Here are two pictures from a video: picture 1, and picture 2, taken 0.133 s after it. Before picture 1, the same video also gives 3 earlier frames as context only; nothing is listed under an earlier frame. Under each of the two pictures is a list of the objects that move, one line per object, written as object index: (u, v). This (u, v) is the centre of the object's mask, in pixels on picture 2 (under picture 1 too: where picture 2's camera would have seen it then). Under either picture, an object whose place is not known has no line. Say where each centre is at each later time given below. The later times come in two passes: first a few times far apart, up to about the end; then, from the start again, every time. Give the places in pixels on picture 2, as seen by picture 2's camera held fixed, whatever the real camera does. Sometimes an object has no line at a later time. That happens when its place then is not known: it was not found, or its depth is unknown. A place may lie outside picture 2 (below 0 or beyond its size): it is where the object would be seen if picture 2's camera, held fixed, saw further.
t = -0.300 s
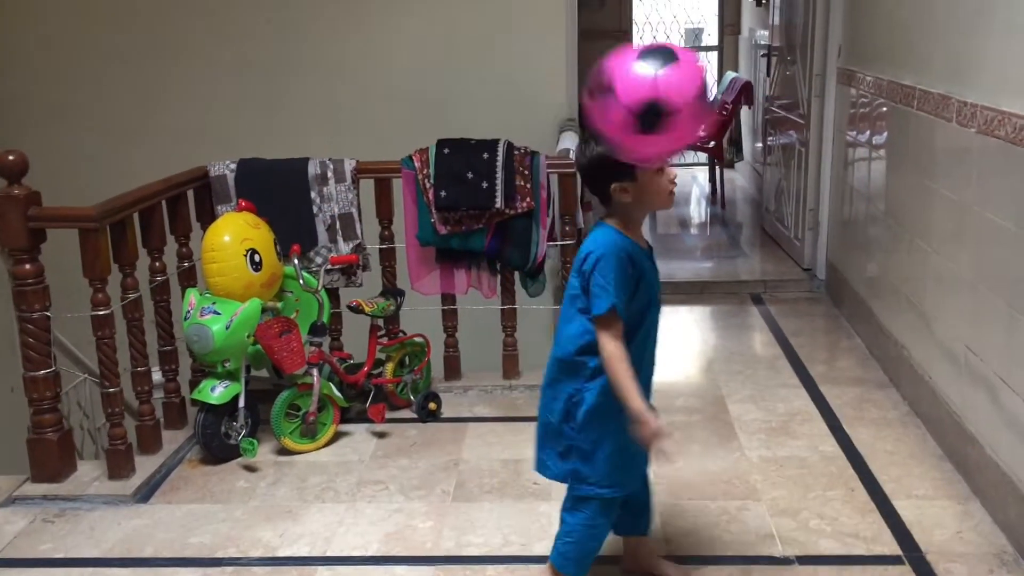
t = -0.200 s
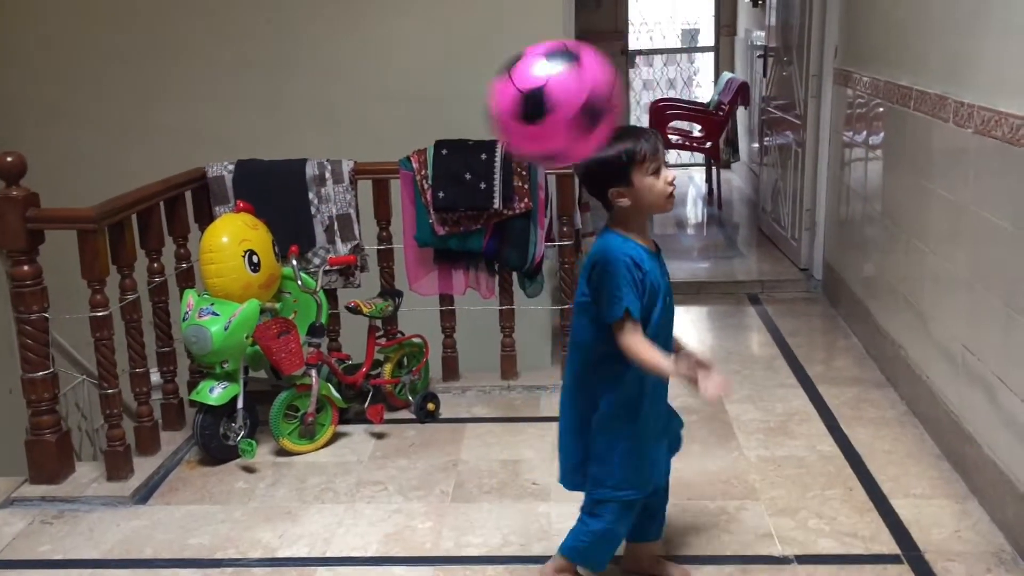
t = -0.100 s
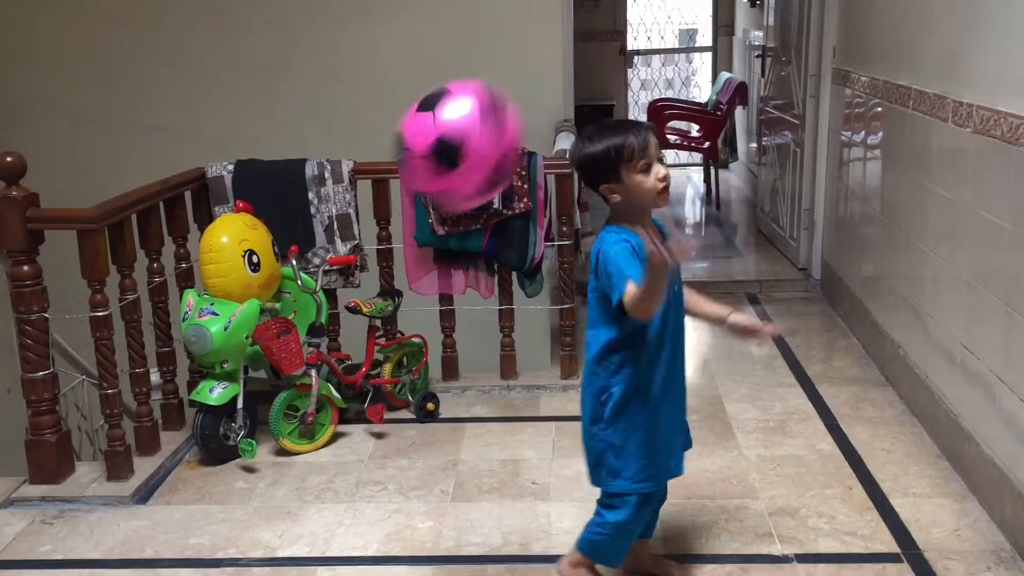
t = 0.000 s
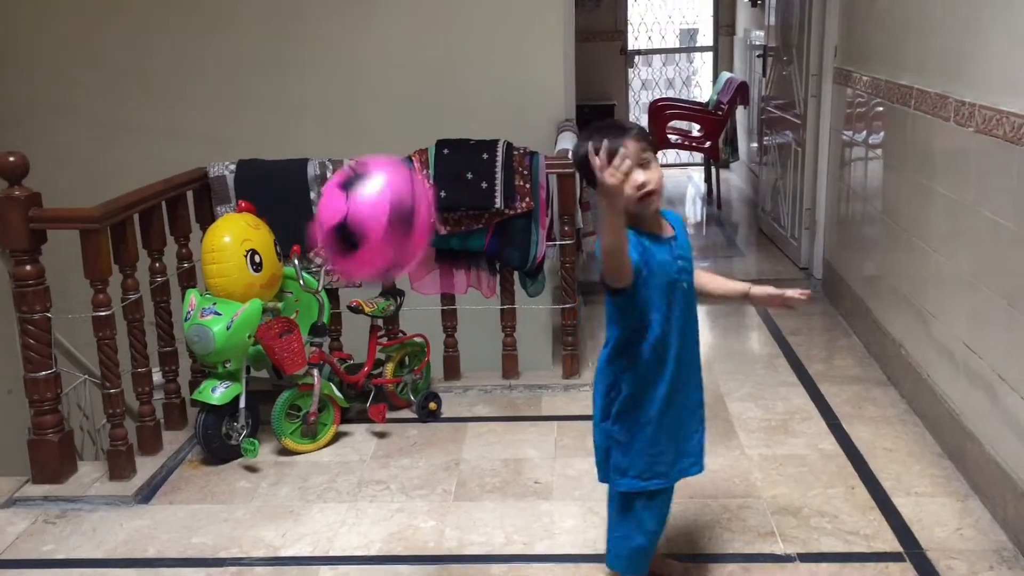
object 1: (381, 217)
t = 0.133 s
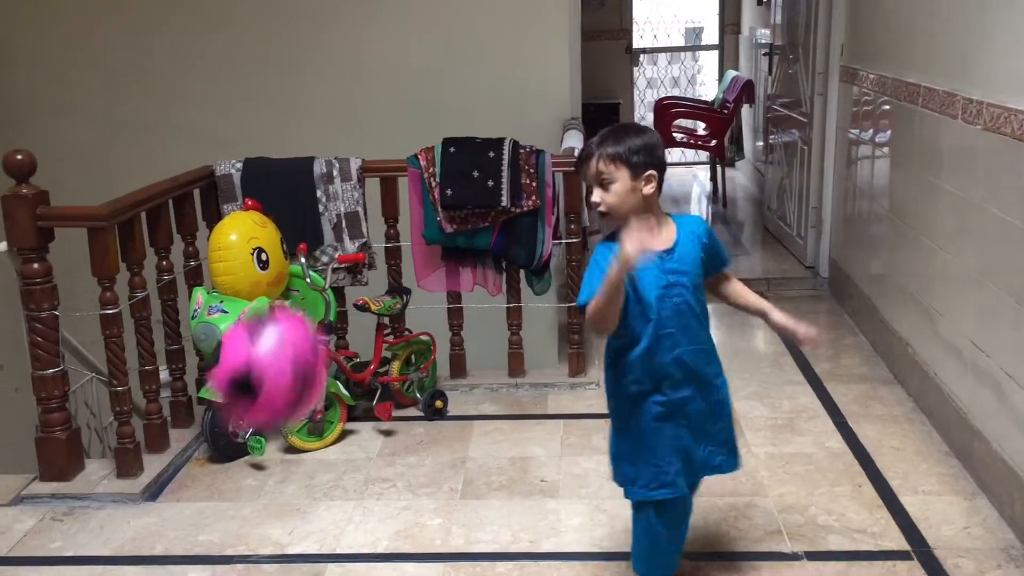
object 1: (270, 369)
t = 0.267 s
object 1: (169, 541)
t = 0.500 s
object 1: (170, 379)
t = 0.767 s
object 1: (204, 317)
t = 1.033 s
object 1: (219, 447)
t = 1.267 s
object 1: (193, 412)
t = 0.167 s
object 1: (244, 410)
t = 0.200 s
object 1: (218, 455)
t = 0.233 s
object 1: (194, 503)
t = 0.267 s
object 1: (169, 541)
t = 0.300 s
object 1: (156, 560)
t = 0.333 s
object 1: (154, 537)
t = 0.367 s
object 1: (157, 500)
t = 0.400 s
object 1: (159, 462)
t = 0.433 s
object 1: (162, 431)
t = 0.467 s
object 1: (166, 402)
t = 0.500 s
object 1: (170, 379)
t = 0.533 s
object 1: (173, 358)
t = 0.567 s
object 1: (177, 343)
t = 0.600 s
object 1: (181, 331)
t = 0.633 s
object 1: (186, 322)
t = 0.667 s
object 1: (190, 316)
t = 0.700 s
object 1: (195, 312)
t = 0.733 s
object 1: (199, 313)
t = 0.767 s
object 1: (204, 317)
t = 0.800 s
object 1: (208, 323)
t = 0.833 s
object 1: (214, 334)
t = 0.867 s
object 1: (220, 345)
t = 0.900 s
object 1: (223, 359)
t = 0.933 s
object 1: (222, 376)
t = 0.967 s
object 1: (221, 397)
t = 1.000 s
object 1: (220, 420)
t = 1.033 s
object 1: (219, 447)
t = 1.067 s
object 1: (218, 474)
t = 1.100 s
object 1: (214, 459)
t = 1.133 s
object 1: (209, 445)
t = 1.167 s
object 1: (204, 433)
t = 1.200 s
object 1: (200, 423)
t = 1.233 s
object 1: (196, 416)
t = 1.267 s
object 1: (193, 412)
